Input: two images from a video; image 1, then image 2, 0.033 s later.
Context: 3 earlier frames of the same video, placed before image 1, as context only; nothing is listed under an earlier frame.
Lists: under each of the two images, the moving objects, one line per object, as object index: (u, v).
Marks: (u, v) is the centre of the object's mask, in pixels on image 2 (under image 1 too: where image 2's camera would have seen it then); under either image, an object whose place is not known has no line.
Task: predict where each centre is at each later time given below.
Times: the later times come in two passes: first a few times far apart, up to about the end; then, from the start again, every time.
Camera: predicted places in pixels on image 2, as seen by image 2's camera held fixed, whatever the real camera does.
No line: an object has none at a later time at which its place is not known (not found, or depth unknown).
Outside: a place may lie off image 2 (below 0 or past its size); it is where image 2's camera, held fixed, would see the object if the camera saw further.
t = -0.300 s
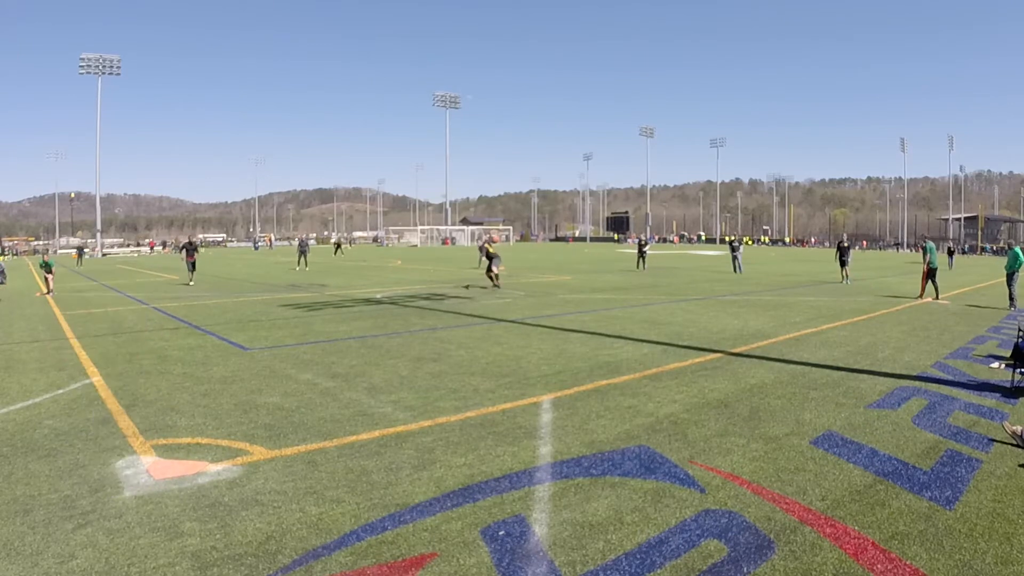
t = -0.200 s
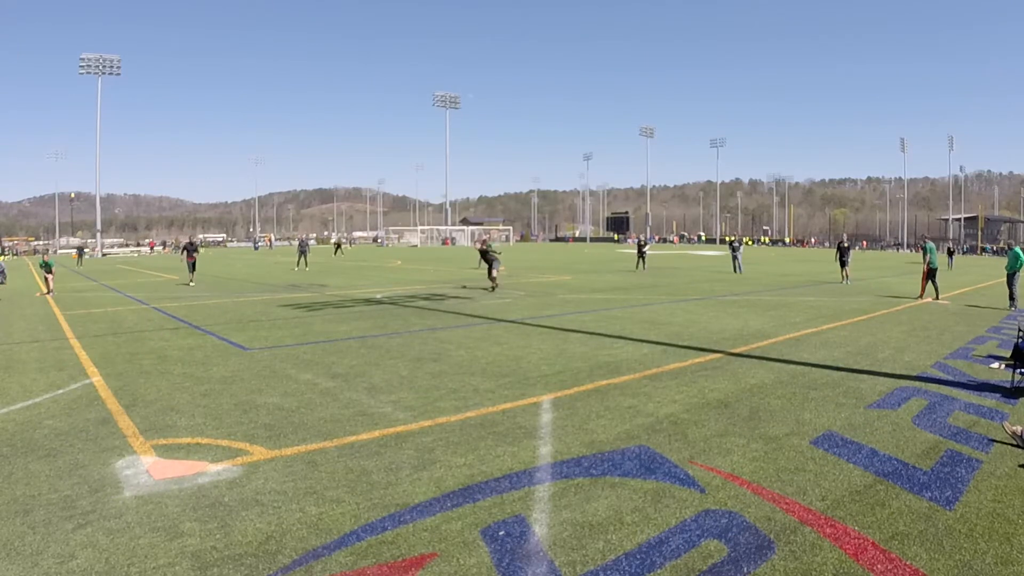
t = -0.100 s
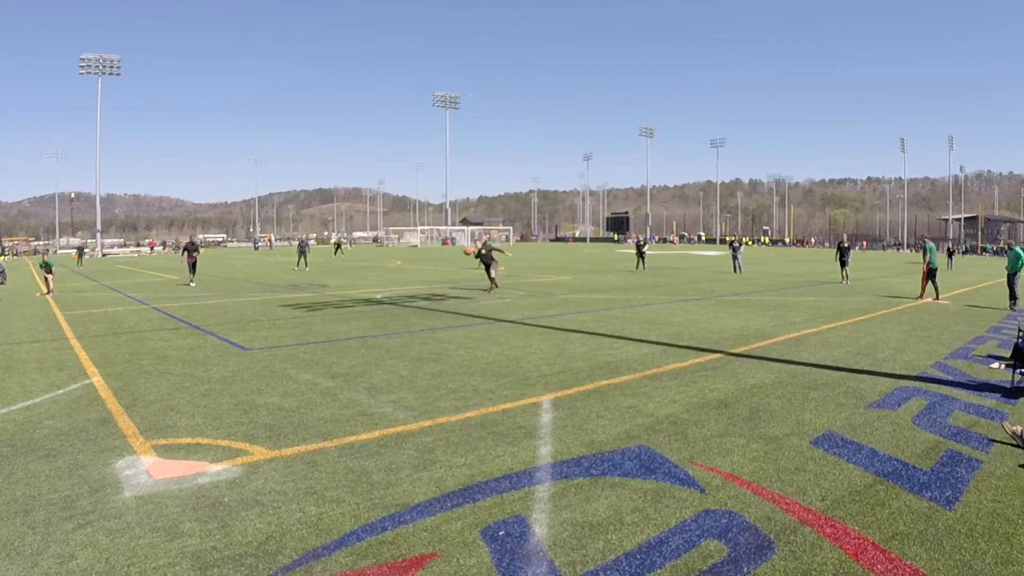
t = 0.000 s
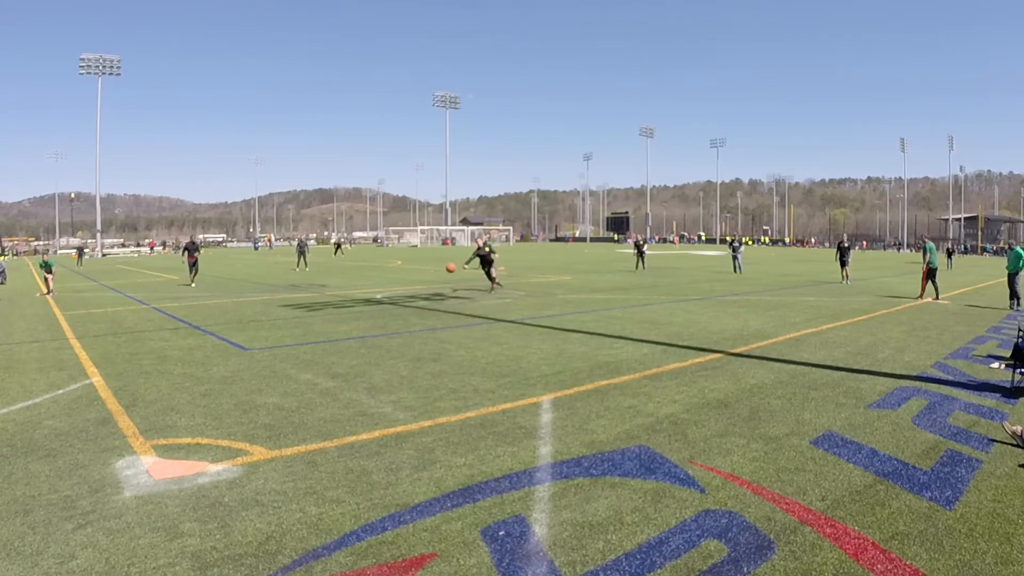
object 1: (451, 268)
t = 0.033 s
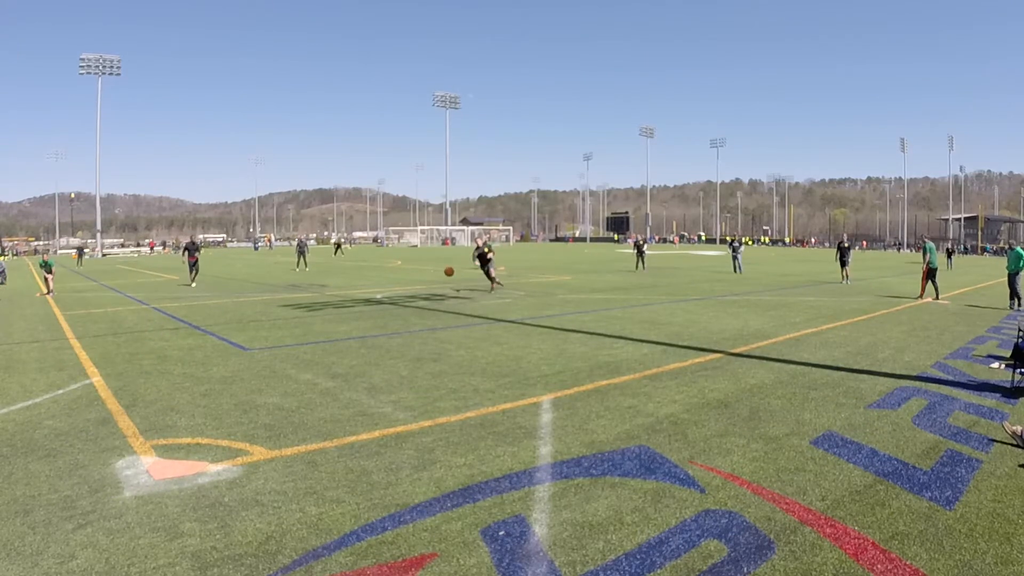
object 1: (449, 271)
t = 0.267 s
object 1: (431, 319)
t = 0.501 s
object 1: (371, 333)
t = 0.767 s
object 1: (221, 415)
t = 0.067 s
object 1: (447, 276)
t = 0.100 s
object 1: (446, 280)
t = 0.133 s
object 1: (444, 286)
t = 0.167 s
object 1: (441, 293)
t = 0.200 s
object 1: (438, 300)
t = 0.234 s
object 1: (435, 309)
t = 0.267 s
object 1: (431, 319)
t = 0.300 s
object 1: (425, 320)
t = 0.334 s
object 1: (418, 319)
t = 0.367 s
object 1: (410, 319)
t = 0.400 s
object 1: (402, 320)
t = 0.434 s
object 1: (393, 324)
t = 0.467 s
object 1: (382, 328)
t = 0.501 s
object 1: (371, 333)
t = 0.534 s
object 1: (358, 341)
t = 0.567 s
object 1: (345, 351)
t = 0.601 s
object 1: (328, 364)
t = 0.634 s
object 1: (311, 380)
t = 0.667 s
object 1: (292, 399)
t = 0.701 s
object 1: (271, 412)
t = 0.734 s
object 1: (246, 413)
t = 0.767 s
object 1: (221, 415)
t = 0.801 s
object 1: (192, 419)
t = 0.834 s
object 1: (162, 426)
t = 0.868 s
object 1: (129, 434)
